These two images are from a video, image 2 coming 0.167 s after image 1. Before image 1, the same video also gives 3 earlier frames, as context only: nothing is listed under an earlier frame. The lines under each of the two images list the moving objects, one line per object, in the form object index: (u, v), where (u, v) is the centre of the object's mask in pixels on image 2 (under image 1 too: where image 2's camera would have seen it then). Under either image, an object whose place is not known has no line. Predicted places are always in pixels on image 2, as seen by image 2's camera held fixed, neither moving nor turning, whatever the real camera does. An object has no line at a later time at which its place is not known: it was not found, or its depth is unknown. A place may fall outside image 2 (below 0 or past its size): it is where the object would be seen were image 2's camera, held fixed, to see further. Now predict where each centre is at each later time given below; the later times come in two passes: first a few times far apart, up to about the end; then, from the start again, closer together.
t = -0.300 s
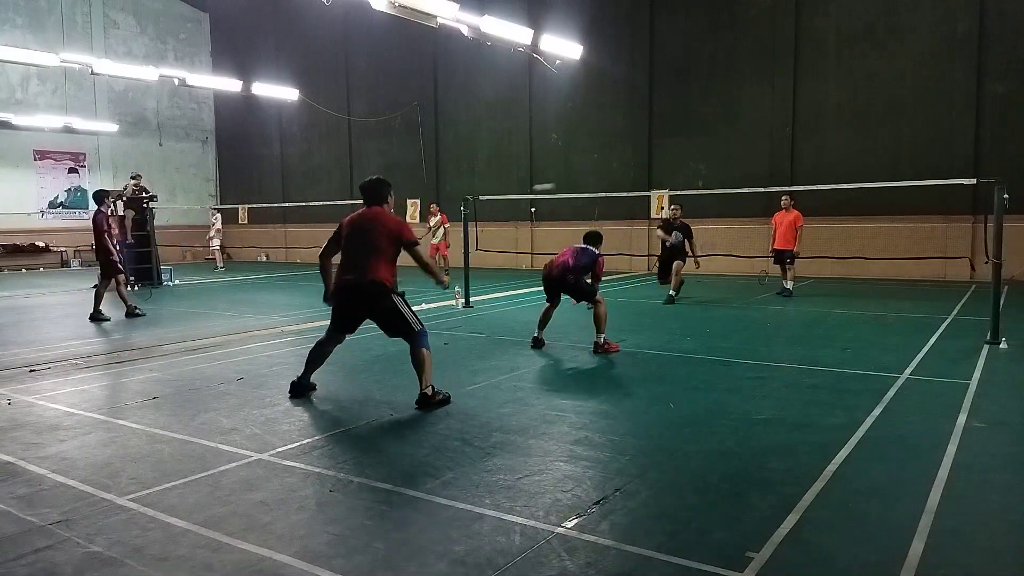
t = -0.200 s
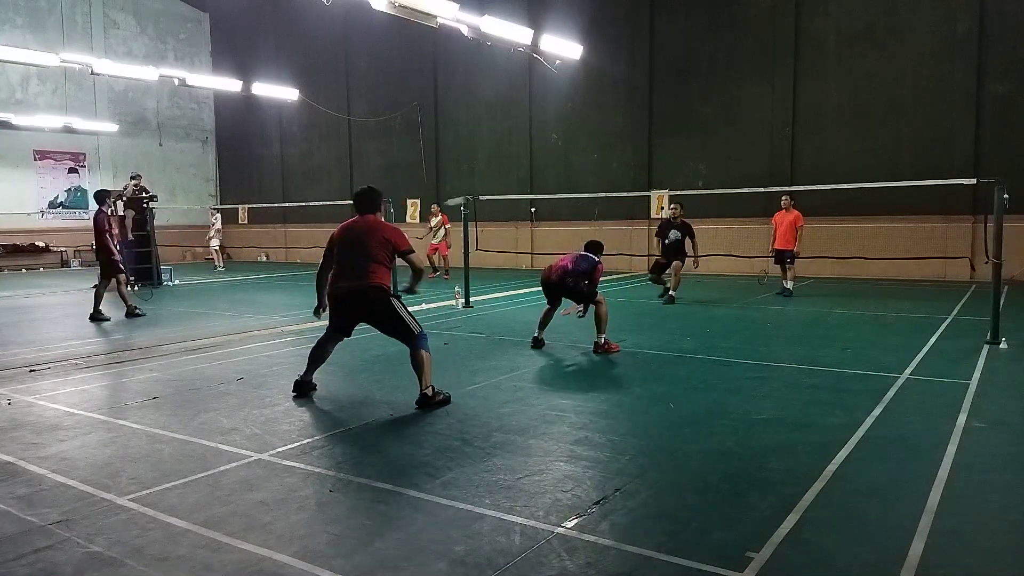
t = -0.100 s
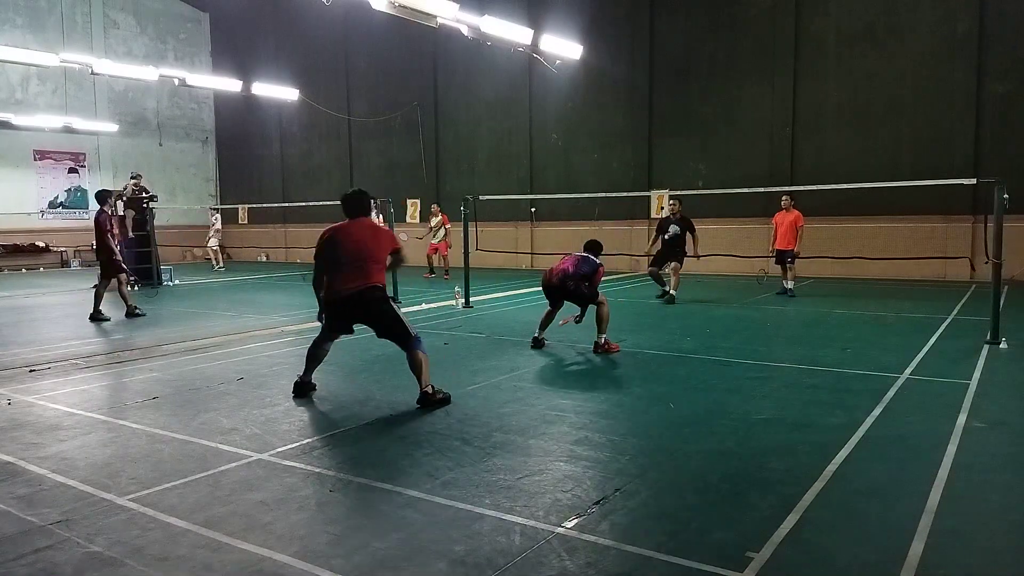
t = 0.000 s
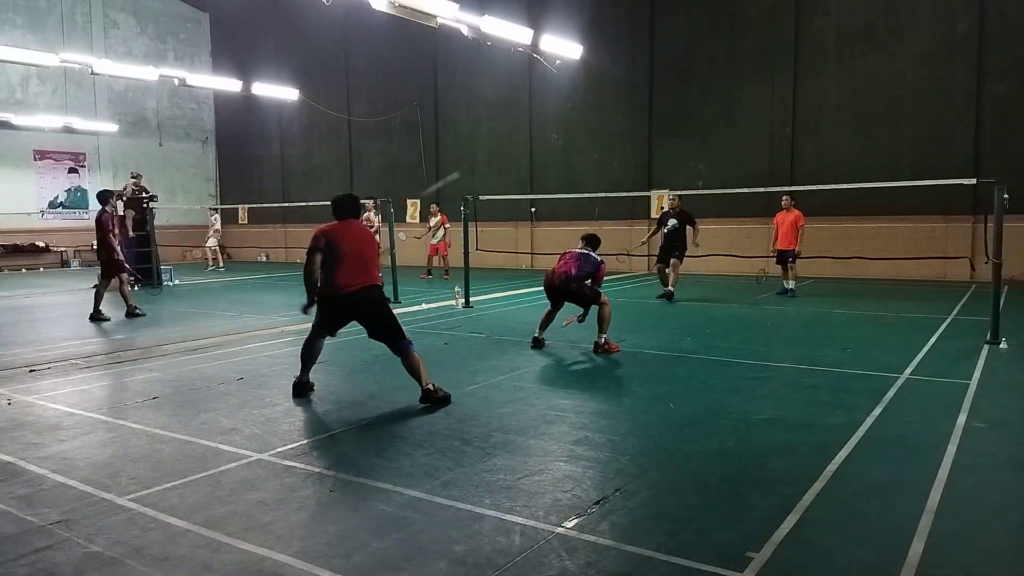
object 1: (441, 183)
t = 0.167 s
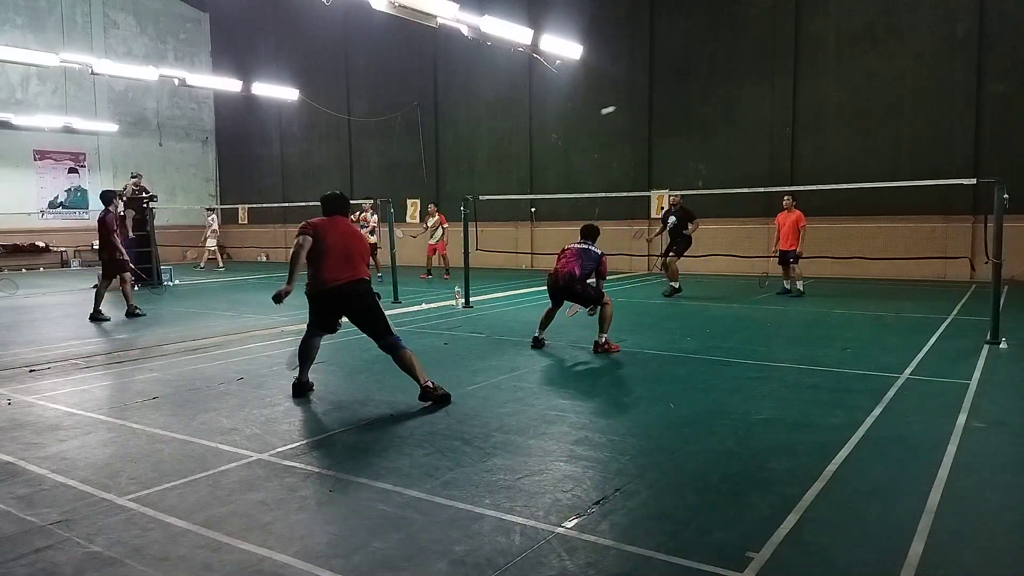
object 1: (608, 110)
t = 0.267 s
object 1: (656, 97)
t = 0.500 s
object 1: (722, 101)
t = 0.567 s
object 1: (735, 107)
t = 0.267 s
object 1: (656, 97)
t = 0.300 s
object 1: (668, 95)
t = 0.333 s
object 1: (679, 95)
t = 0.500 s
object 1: (722, 101)
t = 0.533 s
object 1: (729, 104)
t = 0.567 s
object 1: (735, 107)
